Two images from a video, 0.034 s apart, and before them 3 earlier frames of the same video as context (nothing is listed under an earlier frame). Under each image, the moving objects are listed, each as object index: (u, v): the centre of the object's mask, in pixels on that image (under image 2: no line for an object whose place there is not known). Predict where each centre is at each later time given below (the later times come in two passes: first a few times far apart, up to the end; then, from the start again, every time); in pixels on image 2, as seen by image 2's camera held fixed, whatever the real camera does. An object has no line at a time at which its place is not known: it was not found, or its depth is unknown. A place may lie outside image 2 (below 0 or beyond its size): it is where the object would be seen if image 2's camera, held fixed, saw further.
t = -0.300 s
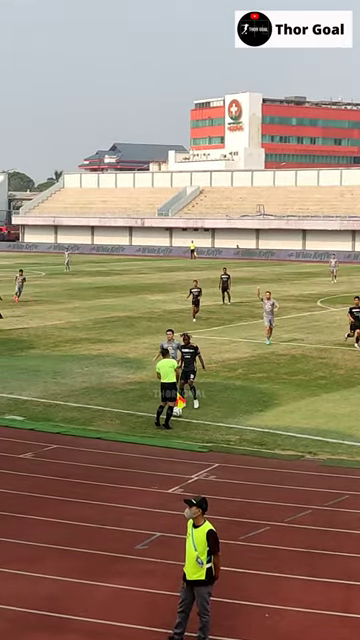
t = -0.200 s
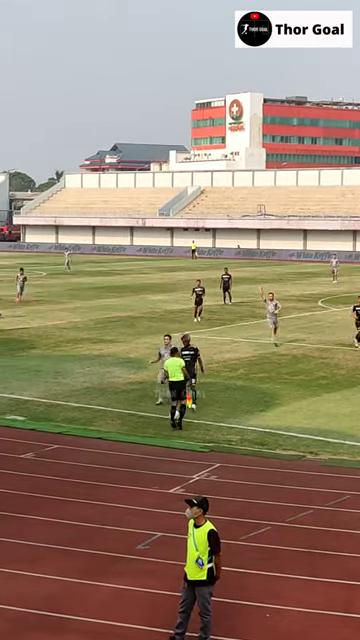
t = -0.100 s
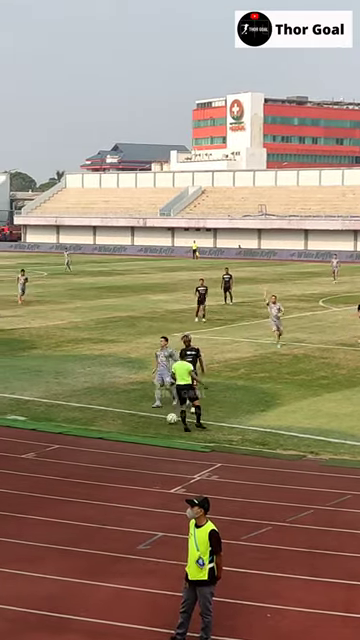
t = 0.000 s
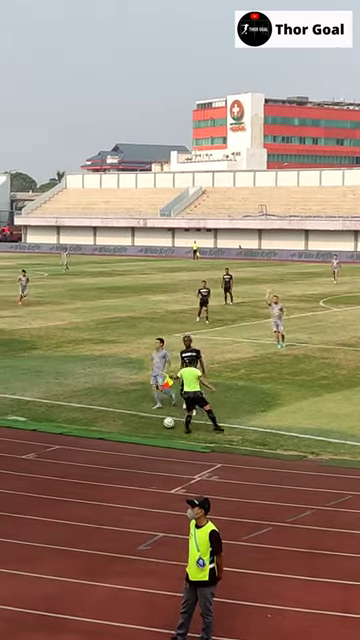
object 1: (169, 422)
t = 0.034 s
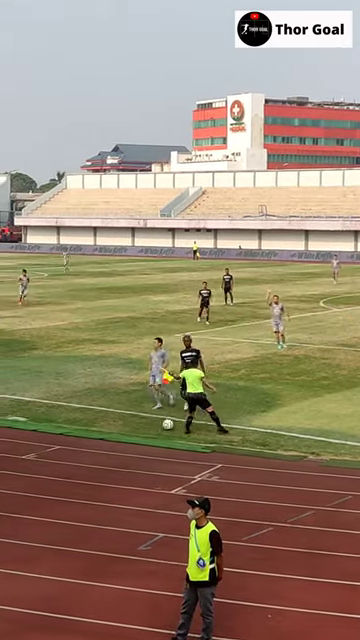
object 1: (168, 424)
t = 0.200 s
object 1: (162, 432)
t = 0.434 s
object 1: (153, 438)
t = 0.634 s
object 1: (146, 446)
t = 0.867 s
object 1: (137, 454)
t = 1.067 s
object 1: (130, 462)
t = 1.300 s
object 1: (122, 471)
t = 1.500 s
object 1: (115, 480)
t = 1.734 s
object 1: (107, 490)
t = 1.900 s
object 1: (101, 497)
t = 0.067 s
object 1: (166, 426)
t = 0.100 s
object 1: (165, 428)
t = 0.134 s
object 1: (164, 429)
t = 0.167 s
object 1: (163, 430)
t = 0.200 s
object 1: (162, 432)
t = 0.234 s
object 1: (161, 434)
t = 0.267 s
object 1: (160, 434)
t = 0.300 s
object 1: (158, 434)
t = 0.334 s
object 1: (157, 434)
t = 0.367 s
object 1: (156, 435)
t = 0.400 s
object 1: (155, 436)
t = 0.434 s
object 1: (153, 438)
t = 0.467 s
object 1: (152, 440)
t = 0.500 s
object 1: (151, 441)
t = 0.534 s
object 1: (150, 441)
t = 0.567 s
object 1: (148, 442)
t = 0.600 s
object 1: (147, 444)
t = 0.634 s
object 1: (146, 446)
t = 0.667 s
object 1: (145, 448)
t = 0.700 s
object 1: (144, 448)
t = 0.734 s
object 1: (143, 449)
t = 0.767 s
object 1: (141, 450)
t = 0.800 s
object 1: (140, 452)
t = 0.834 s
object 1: (139, 453)
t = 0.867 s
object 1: (137, 454)
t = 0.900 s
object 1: (137, 455)
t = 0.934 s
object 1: (135, 457)
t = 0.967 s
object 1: (134, 458)
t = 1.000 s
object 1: (133, 459)
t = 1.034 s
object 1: (132, 461)
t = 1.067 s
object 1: (130, 462)
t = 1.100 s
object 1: (129, 463)
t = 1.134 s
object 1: (128, 464)
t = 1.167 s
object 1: (127, 465)
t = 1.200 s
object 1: (126, 467)
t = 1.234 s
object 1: (124, 468)
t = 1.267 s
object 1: (123, 470)
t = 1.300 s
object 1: (122, 471)
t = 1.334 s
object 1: (121, 473)
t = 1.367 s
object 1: (120, 474)
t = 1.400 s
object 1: (119, 476)
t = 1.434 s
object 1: (117, 477)
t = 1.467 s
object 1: (116, 478)
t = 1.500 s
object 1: (115, 480)
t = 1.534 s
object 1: (114, 481)
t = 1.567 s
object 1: (112, 483)
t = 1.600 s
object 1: (111, 484)
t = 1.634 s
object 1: (110, 485)
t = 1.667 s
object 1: (109, 487)
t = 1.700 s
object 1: (108, 488)
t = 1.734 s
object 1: (107, 490)
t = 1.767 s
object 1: (105, 491)
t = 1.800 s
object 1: (104, 492)
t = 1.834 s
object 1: (103, 494)
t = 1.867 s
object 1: (102, 495)
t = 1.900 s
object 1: (101, 497)
